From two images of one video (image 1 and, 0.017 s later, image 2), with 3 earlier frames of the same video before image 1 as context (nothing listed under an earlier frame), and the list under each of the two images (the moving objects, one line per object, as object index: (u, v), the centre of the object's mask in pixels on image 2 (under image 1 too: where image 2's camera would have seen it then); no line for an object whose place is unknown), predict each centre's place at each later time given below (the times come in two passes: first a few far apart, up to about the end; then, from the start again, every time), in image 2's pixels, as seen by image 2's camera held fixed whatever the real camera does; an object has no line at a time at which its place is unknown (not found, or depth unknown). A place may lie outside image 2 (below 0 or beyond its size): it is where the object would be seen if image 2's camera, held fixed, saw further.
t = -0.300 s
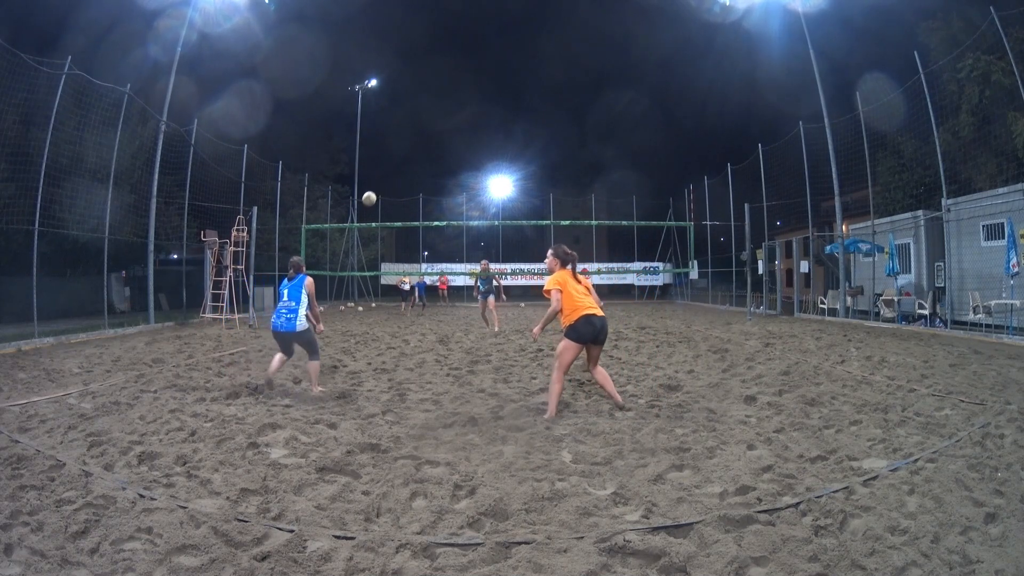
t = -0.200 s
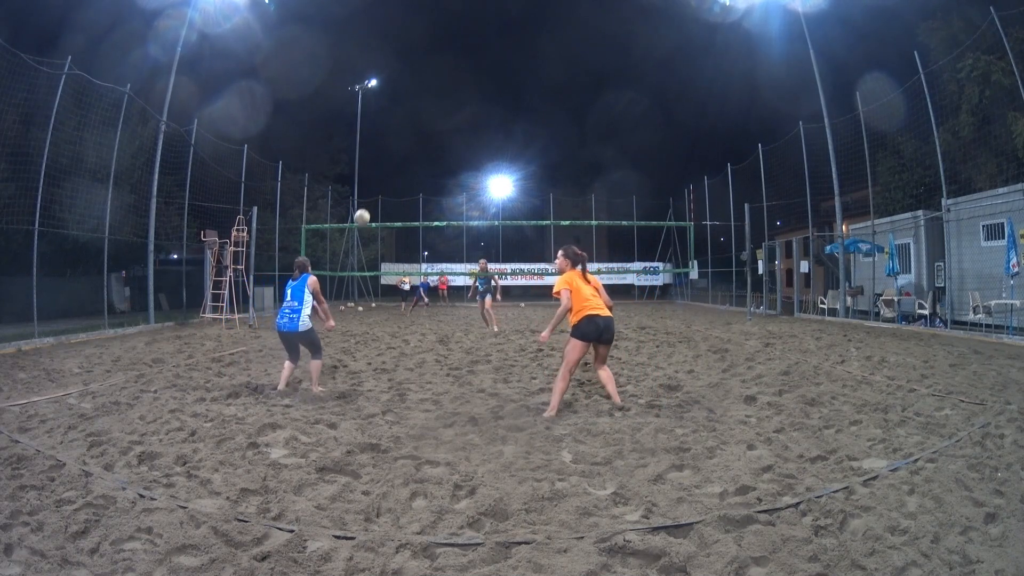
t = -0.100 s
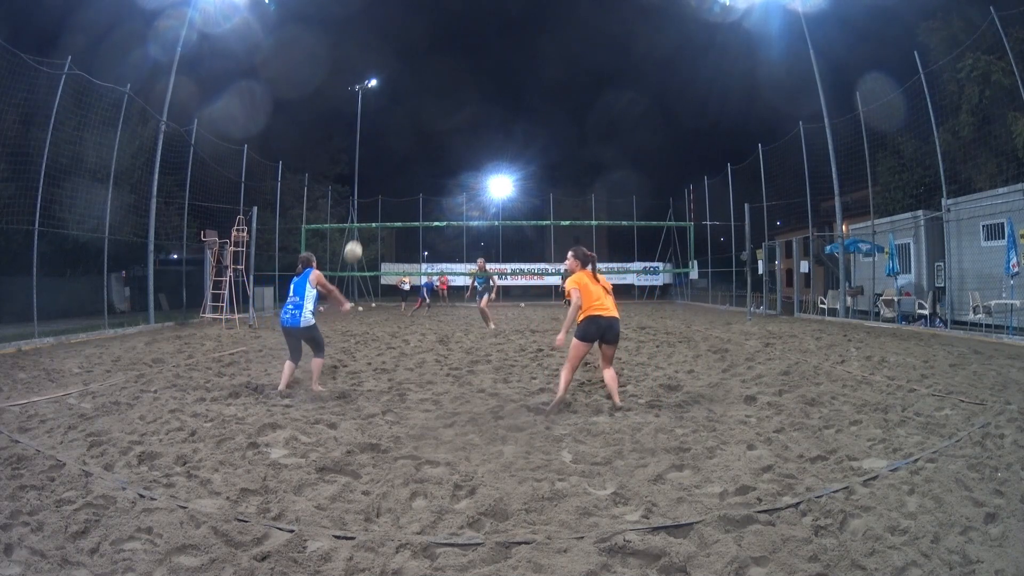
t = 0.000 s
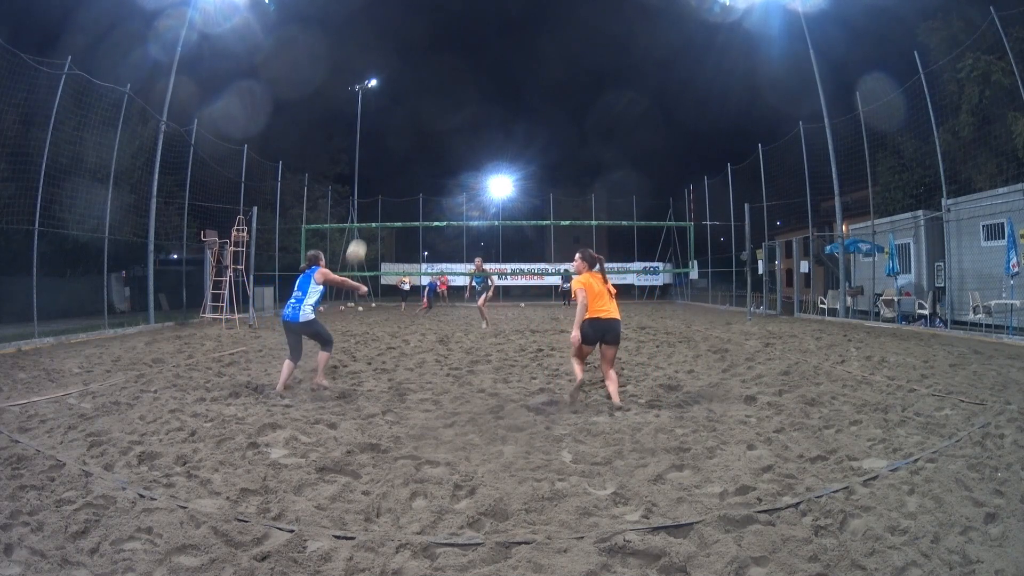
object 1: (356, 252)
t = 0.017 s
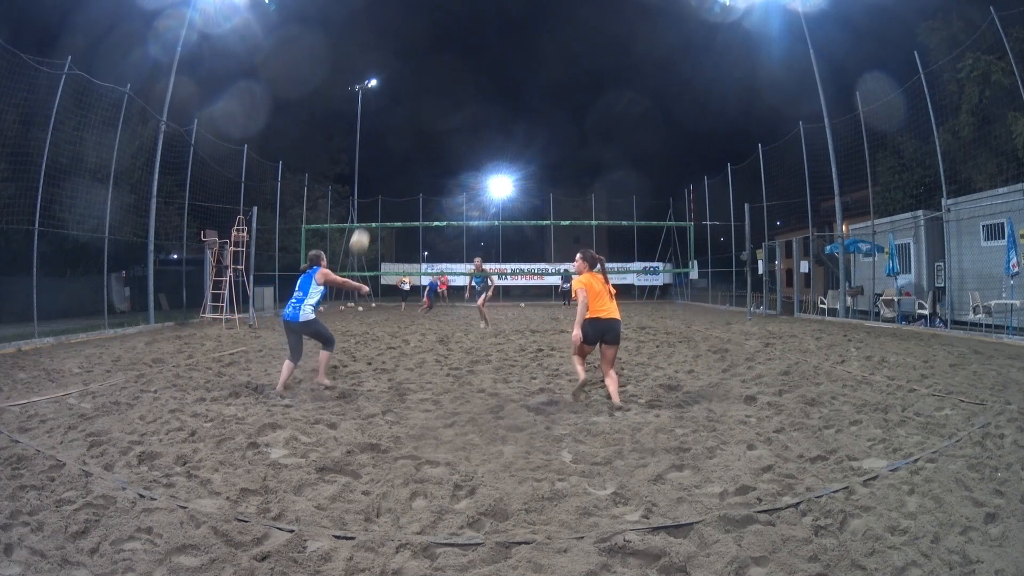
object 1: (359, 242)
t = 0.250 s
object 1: (404, 136)
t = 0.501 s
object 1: (442, 88)
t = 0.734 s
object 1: (470, 84)
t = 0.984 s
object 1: (496, 112)
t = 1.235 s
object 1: (518, 171)
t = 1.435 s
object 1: (535, 238)
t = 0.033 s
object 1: (363, 231)
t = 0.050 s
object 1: (366, 222)
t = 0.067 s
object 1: (370, 212)
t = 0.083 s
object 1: (373, 204)
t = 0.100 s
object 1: (376, 195)
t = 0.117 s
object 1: (380, 187)
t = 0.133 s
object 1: (383, 180)
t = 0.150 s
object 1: (386, 173)
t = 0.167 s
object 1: (389, 166)
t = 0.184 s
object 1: (392, 159)
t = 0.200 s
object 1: (395, 153)
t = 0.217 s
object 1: (398, 147)
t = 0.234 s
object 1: (401, 142)
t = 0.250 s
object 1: (404, 136)
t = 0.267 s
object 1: (407, 131)
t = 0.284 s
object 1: (410, 126)
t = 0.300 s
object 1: (413, 122)
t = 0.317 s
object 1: (415, 118)
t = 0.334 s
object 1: (418, 114)
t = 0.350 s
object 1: (420, 110)
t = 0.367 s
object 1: (423, 107)
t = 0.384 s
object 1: (425, 104)
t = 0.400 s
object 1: (428, 101)
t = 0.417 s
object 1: (430, 98)
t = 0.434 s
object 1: (433, 96)
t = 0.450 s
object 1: (435, 94)
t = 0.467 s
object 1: (437, 92)
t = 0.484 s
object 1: (440, 90)
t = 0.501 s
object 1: (442, 88)
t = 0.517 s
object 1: (444, 87)
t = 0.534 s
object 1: (446, 86)
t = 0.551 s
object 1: (448, 85)
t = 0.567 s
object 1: (450, 84)
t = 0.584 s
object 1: (453, 83)
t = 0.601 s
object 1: (455, 83)
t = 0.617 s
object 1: (457, 82)
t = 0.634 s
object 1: (459, 82)
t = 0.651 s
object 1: (461, 82)
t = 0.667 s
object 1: (463, 82)
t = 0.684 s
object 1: (464, 82)
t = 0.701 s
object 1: (466, 83)
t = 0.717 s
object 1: (468, 83)
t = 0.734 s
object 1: (470, 84)
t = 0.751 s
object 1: (472, 85)
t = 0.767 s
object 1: (474, 86)
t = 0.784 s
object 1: (475, 87)
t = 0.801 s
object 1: (477, 89)
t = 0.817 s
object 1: (479, 90)
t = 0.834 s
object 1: (481, 92)
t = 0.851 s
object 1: (482, 93)
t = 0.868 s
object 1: (484, 95)
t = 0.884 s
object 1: (486, 97)
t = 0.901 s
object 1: (488, 100)
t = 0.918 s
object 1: (489, 102)
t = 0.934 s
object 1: (491, 104)
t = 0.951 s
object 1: (493, 107)
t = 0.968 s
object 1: (494, 110)
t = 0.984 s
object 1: (496, 112)
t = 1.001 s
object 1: (497, 115)
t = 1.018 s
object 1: (499, 119)
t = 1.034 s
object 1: (501, 122)
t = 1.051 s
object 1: (502, 125)
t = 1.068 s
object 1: (504, 129)
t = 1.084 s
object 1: (505, 132)
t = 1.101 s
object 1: (507, 136)
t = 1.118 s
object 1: (508, 140)
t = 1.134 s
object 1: (510, 144)
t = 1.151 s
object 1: (511, 148)
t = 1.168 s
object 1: (513, 153)
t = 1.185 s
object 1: (514, 157)
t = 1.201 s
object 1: (515, 162)
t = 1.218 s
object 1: (517, 165)
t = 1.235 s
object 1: (518, 171)
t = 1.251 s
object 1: (519, 175)
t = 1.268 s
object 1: (521, 181)
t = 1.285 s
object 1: (522, 186)
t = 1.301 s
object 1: (524, 192)
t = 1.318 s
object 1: (525, 197)
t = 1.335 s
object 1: (527, 202)
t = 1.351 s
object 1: (528, 208)
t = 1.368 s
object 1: (529, 213)
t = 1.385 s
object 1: (531, 219)
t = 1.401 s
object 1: (532, 225)
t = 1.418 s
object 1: (533, 232)
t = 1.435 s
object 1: (535, 238)
